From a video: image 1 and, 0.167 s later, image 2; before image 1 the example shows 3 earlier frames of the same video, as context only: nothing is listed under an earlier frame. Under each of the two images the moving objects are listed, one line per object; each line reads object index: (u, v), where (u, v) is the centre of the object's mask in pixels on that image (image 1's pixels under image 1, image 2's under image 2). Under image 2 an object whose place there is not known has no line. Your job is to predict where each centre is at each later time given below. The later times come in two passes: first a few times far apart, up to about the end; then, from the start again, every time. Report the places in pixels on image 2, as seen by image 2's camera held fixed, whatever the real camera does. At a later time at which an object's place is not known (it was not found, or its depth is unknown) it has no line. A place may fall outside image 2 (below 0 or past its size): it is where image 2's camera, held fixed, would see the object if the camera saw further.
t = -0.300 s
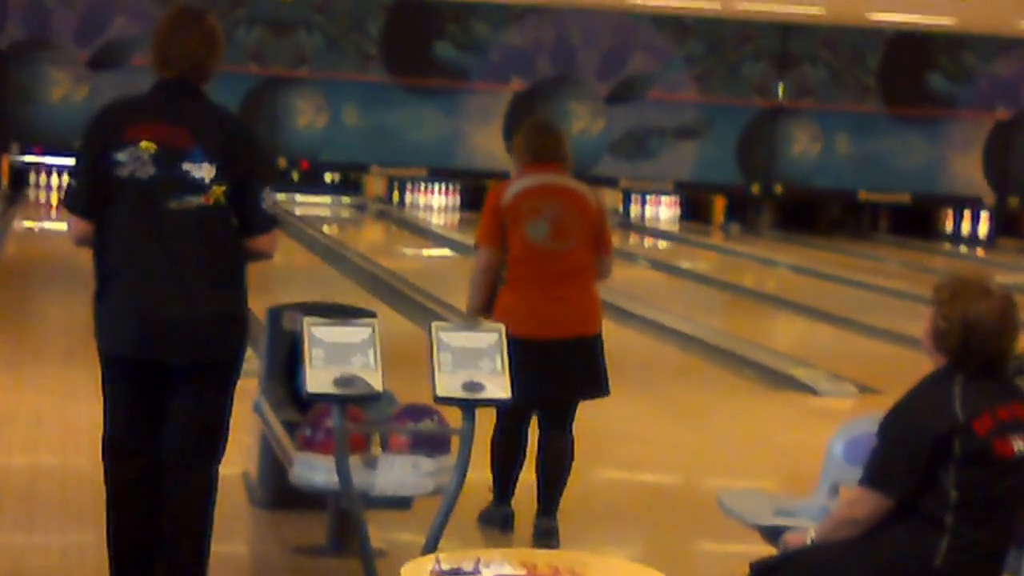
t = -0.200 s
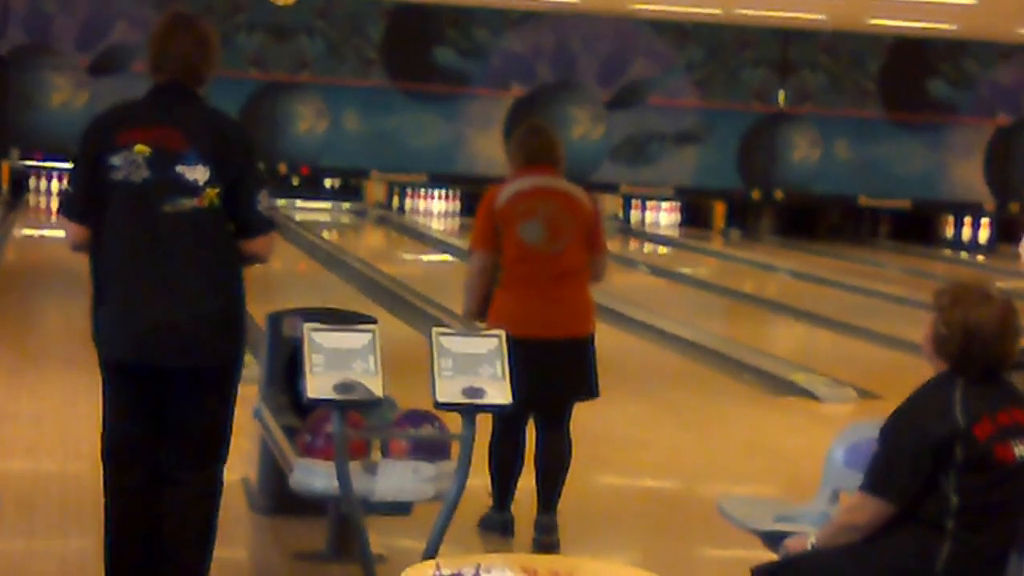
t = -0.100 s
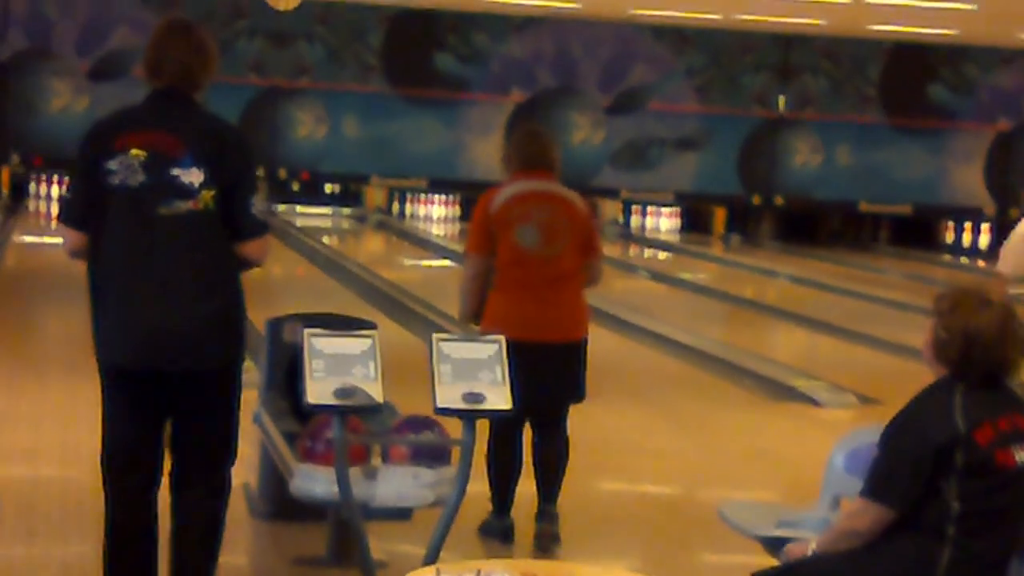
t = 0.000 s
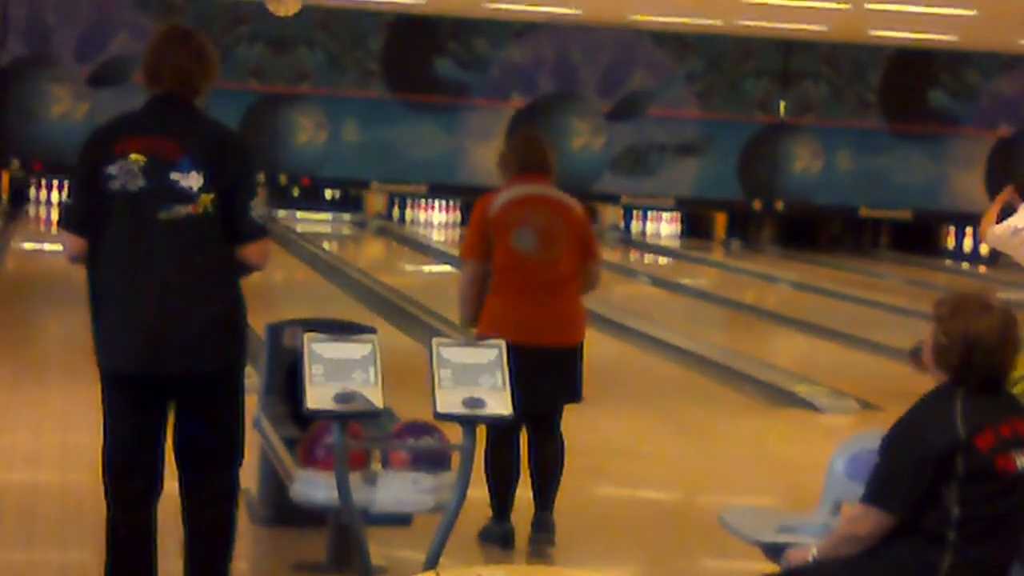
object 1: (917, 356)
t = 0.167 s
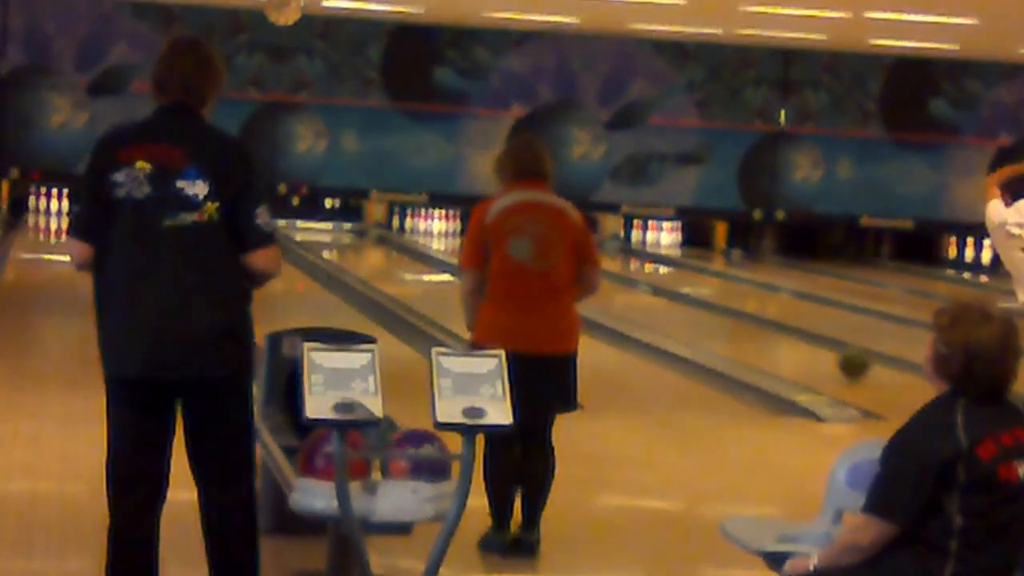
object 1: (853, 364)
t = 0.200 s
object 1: (841, 361)
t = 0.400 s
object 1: (770, 343)
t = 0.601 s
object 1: (711, 325)
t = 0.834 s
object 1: (653, 306)
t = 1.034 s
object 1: (612, 294)
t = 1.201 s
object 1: (582, 284)
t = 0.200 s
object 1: (841, 361)
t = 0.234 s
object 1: (828, 358)
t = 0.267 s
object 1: (816, 356)
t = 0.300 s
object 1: (805, 352)
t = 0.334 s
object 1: (793, 349)
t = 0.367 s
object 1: (781, 346)
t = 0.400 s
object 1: (770, 343)
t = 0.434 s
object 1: (760, 340)
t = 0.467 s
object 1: (749, 336)
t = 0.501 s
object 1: (739, 333)
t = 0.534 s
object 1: (729, 330)
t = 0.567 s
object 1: (720, 328)
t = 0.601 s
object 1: (711, 325)
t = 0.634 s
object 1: (702, 321)
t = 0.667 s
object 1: (693, 319)
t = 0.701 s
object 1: (685, 311)
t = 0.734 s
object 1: (677, 313)
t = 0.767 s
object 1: (668, 311)
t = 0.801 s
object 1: (661, 308)
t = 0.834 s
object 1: (653, 306)
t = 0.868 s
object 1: (646, 304)
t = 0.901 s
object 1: (639, 302)
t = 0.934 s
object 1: (631, 300)
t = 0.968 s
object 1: (625, 297)
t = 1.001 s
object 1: (618, 295)
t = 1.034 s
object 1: (612, 294)
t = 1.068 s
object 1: (605, 292)
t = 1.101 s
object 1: (600, 290)
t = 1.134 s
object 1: (593, 289)
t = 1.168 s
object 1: (587, 286)
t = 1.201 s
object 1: (582, 284)
